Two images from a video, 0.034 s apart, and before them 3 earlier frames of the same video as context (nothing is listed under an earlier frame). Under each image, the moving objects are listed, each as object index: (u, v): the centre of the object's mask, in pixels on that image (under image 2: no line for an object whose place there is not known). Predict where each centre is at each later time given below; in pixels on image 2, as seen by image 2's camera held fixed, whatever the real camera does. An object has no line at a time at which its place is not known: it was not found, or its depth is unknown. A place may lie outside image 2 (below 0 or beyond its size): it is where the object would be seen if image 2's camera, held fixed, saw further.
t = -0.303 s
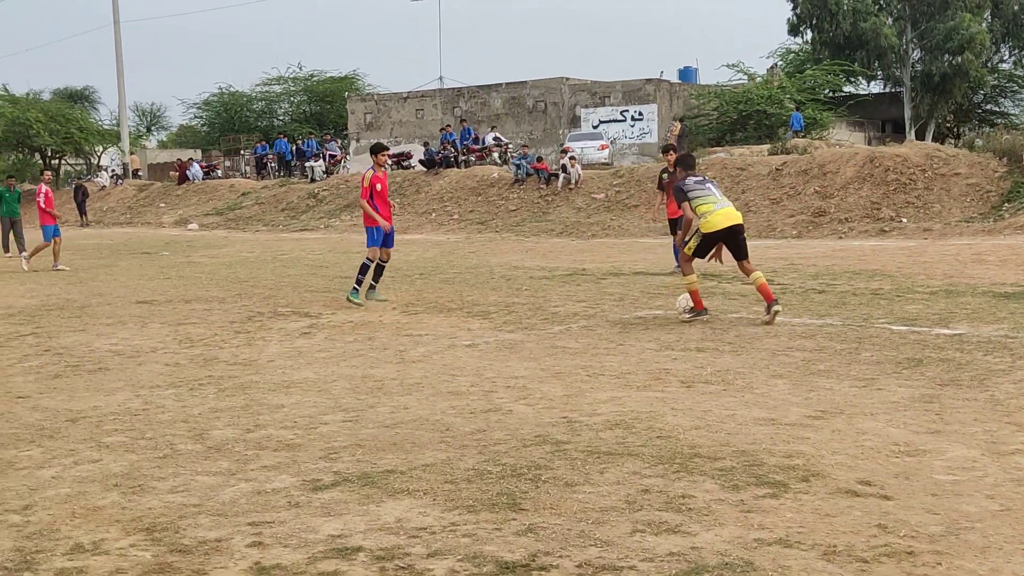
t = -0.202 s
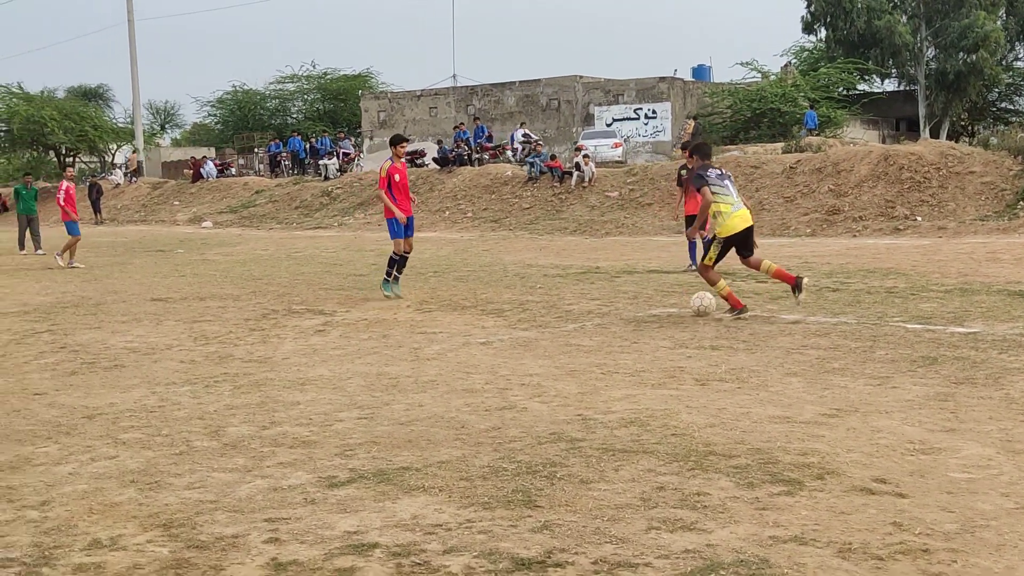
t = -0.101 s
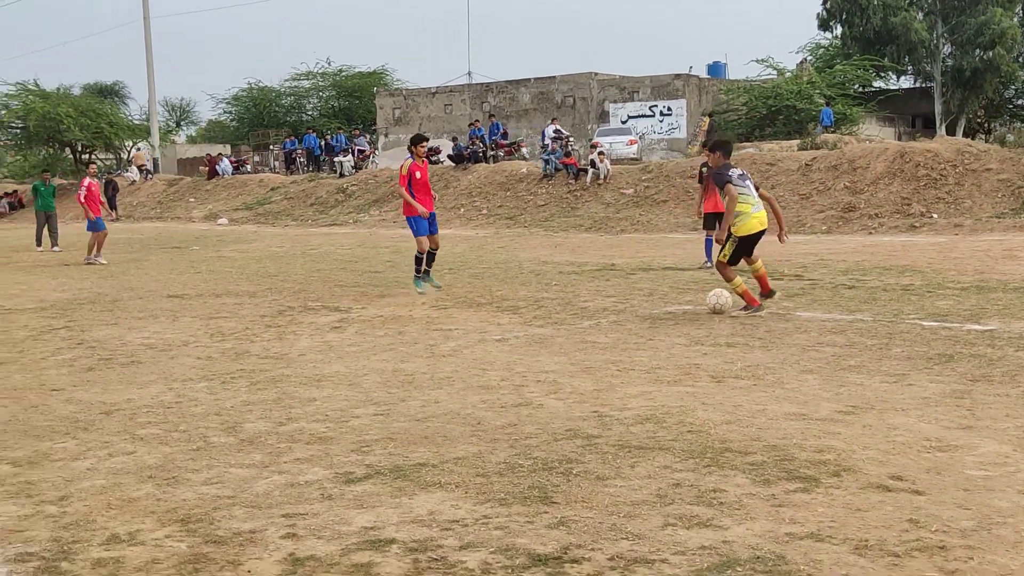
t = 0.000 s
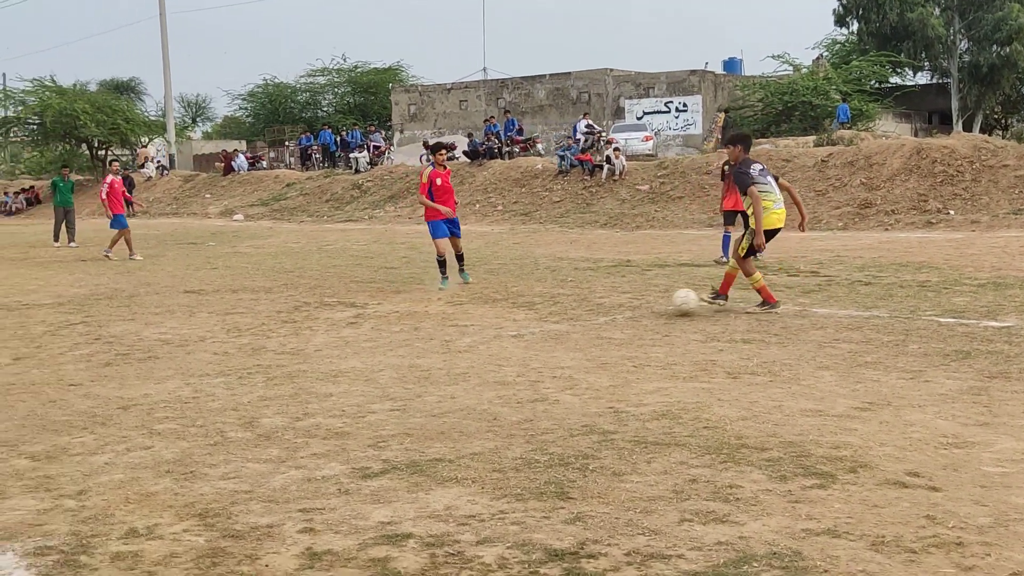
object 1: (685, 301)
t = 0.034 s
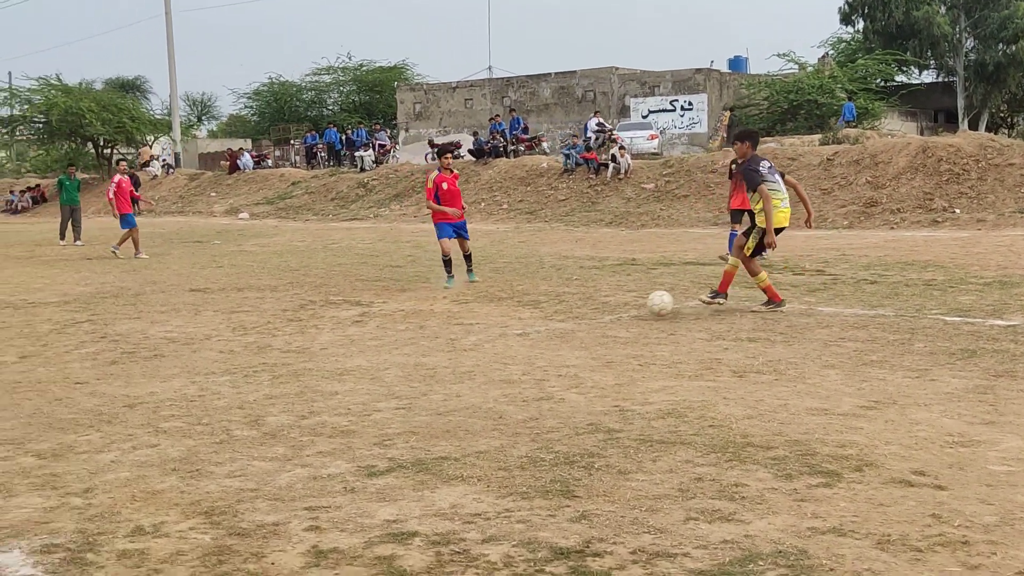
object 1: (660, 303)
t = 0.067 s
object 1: (629, 309)
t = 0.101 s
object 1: (602, 309)
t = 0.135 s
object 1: (578, 306)
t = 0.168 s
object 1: (554, 305)
